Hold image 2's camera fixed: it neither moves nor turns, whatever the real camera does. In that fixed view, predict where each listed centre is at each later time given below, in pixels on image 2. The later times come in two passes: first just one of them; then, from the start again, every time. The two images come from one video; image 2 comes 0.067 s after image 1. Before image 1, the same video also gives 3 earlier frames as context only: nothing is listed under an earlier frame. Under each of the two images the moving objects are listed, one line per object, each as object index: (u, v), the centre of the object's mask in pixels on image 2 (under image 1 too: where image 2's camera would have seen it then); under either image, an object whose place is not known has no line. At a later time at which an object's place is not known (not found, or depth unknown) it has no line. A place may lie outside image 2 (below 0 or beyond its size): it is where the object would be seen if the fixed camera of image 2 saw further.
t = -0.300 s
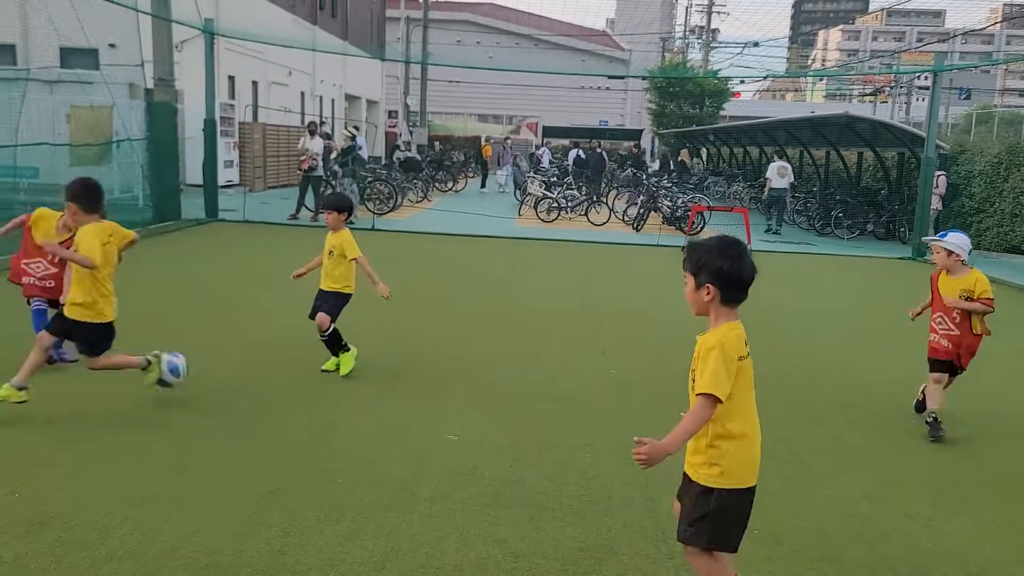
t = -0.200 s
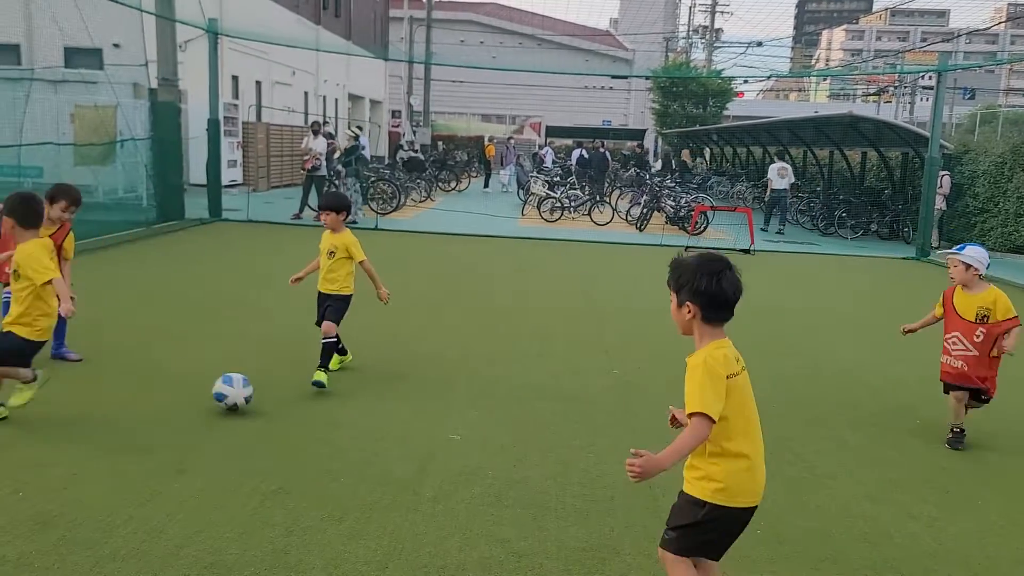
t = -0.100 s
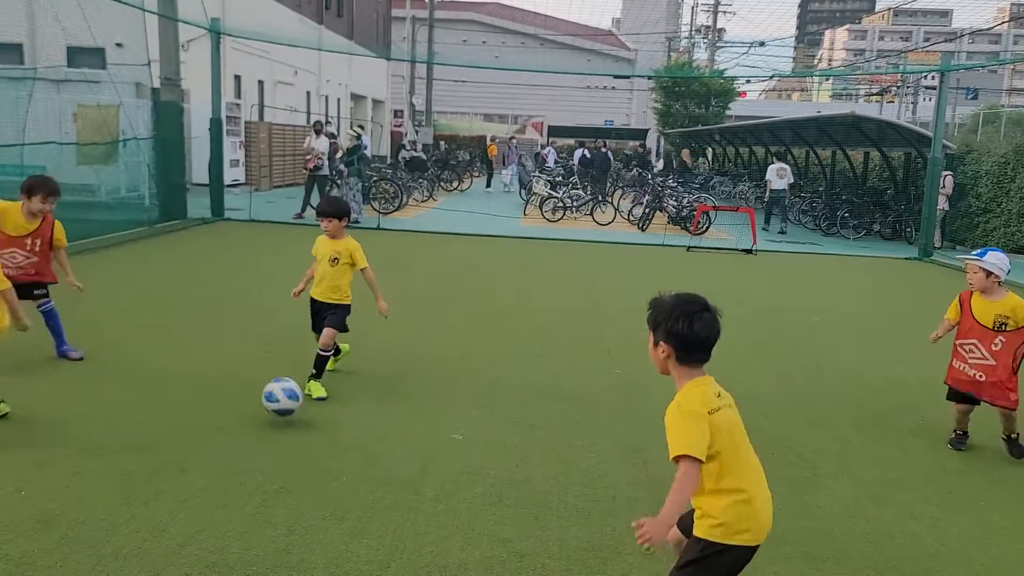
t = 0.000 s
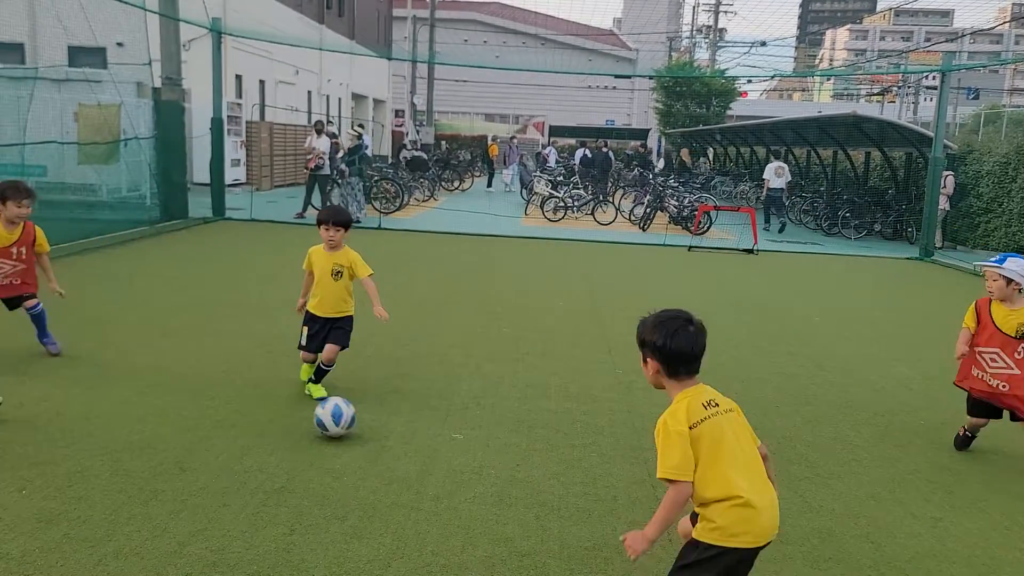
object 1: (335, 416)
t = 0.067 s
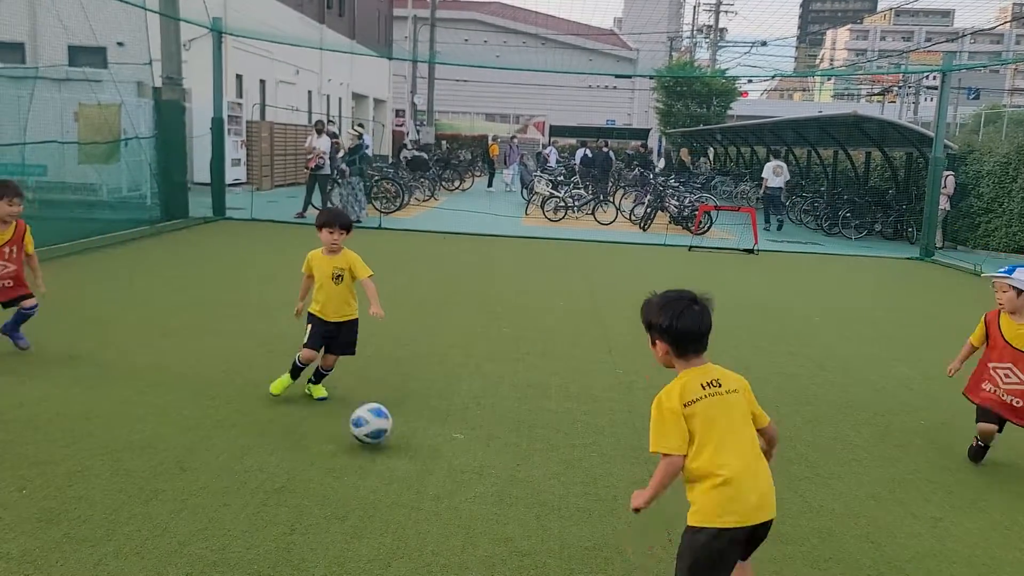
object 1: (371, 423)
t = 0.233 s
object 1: (469, 452)
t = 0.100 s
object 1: (390, 430)
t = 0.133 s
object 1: (409, 437)
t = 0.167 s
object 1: (429, 440)
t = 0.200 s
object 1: (448, 446)
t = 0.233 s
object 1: (469, 452)
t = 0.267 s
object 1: (490, 457)
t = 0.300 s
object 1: (512, 462)
